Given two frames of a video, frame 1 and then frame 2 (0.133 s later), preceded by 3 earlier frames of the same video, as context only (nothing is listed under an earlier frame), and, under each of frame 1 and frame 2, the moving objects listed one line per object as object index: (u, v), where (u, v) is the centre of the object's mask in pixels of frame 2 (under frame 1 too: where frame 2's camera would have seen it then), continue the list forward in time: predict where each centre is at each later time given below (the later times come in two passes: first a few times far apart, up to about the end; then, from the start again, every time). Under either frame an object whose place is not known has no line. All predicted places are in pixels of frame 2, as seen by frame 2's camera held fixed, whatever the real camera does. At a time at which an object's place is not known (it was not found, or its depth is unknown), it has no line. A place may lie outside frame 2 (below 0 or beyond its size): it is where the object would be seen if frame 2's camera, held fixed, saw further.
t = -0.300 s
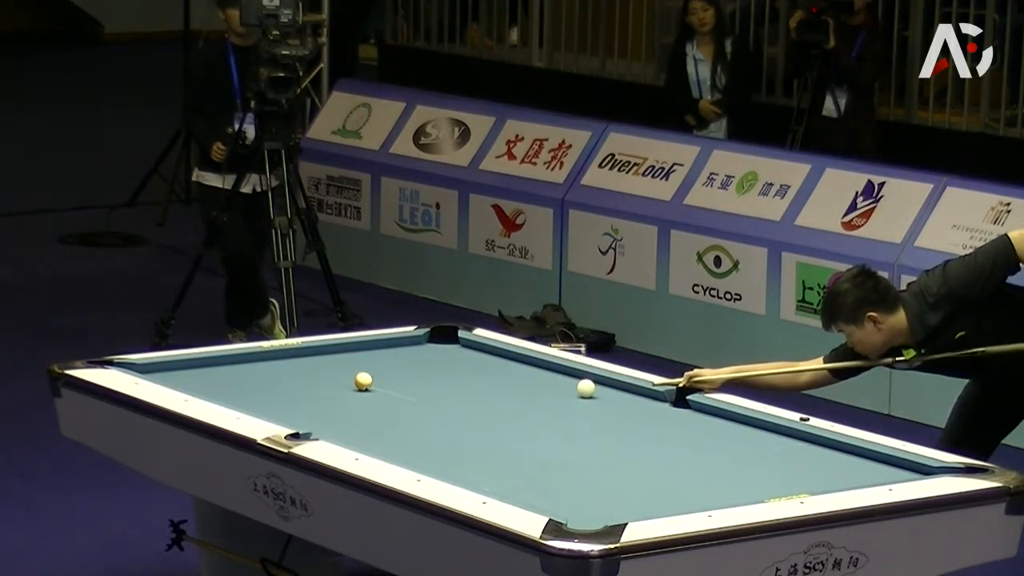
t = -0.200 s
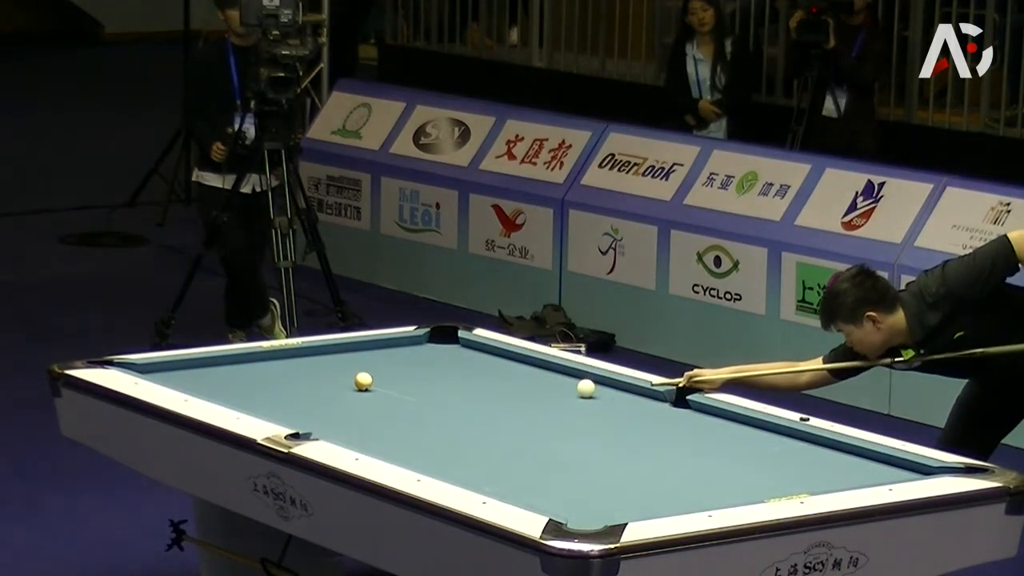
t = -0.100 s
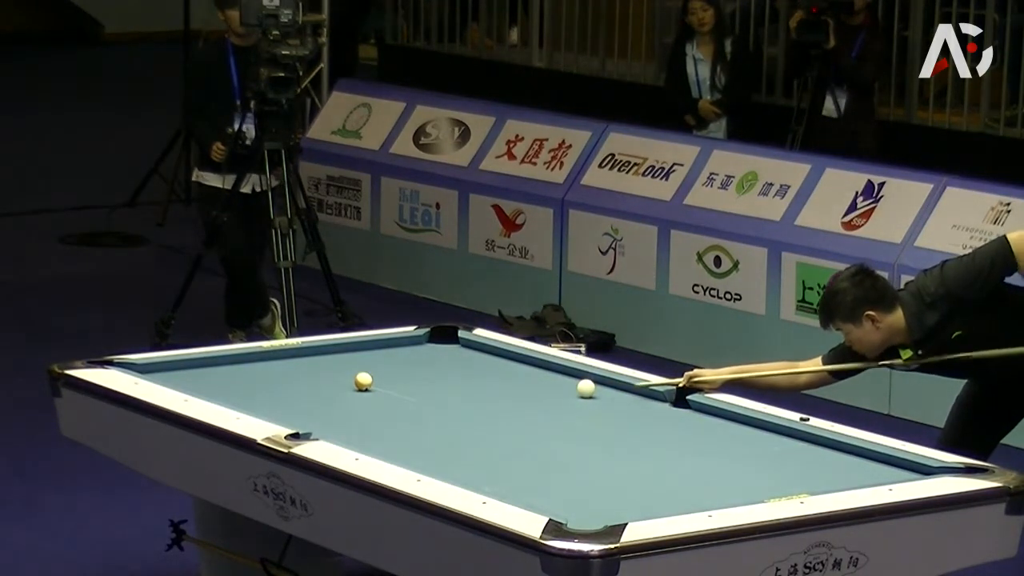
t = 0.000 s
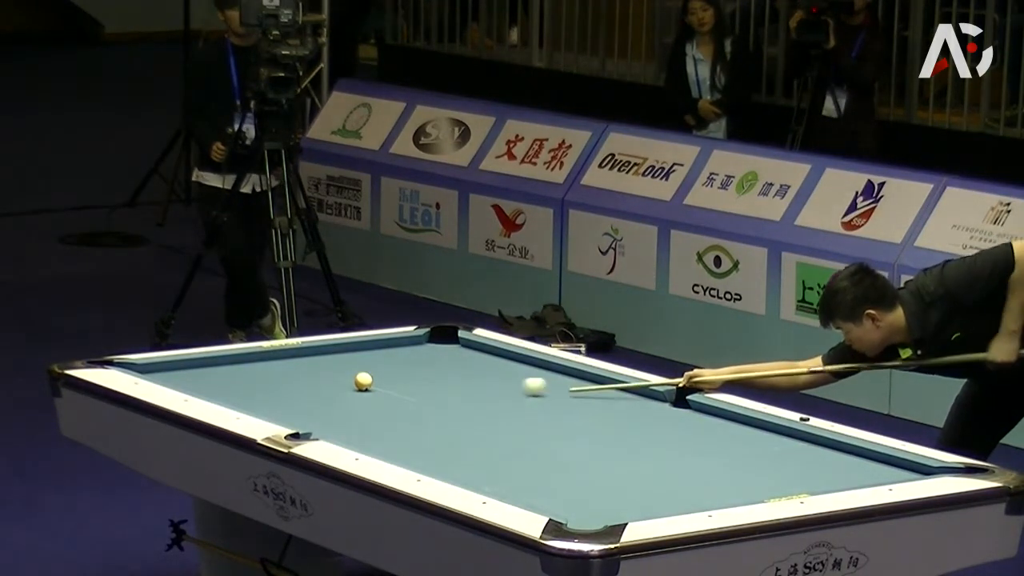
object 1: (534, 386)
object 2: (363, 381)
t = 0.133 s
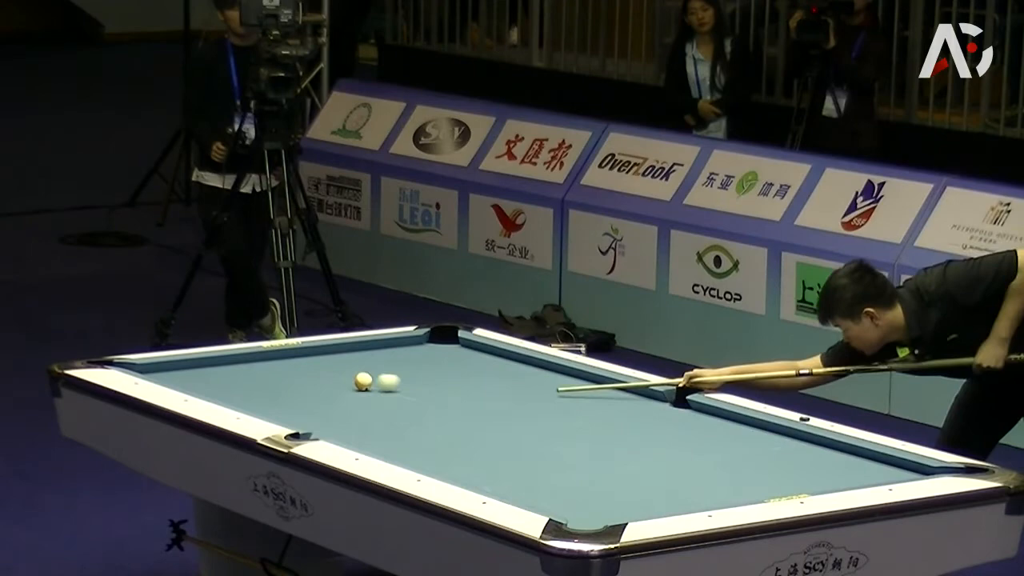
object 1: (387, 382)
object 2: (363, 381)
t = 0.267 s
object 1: (371, 385)
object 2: (245, 375)
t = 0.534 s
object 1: (349, 389)
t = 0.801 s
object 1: (327, 392)
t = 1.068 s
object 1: (306, 395)
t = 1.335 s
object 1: (286, 398)
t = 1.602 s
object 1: (268, 401)
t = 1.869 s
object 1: (251, 402)
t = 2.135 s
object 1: (235, 402)
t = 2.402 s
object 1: (244, 402)
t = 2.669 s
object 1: (252, 402)
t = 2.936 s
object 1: (258, 404)
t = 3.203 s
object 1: (263, 404)
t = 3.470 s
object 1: (266, 404)
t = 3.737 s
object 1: (268, 404)
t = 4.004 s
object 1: (269, 404)
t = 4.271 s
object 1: (269, 404)
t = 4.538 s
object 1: (269, 404)
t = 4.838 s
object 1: (269, 404)
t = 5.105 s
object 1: (269, 404)
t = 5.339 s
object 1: (268, 404)
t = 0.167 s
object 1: (379, 383)
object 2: (337, 380)
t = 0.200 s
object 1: (376, 384)
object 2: (306, 378)
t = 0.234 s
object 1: (374, 384)
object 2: (275, 377)
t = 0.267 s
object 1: (371, 385)
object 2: (245, 375)
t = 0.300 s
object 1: (368, 385)
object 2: (215, 374)
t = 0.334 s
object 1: (365, 386)
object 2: (188, 372)
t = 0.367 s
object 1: (363, 386)
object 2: (160, 370)
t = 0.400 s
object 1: (360, 387)
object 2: (132, 366)
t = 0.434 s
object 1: (357, 387)
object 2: (105, 363)
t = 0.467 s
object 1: (354, 387)
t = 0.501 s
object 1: (351, 388)
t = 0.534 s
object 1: (349, 389)
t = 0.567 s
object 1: (346, 389)
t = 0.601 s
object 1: (343, 390)
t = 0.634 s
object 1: (340, 390)
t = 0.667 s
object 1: (338, 390)
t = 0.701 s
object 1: (335, 391)
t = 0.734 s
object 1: (332, 391)
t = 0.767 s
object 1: (329, 391)
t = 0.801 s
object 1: (327, 392)
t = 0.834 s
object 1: (324, 392)
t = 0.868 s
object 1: (321, 393)
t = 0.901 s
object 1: (319, 393)
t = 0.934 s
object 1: (316, 394)
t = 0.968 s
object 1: (314, 394)
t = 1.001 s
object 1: (311, 395)
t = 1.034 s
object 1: (308, 395)
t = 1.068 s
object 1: (306, 395)
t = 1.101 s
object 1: (304, 396)
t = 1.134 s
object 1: (301, 396)
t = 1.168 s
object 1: (299, 397)
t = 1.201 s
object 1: (296, 397)
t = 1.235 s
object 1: (294, 397)
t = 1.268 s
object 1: (291, 398)
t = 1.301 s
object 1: (289, 398)
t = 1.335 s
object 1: (286, 398)
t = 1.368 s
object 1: (284, 399)
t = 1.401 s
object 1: (281, 399)
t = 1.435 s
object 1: (279, 399)
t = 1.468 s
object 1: (277, 400)
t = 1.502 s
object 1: (275, 400)
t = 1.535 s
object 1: (272, 401)
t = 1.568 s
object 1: (270, 401)
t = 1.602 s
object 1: (268, 401)
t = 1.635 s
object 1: (266, 401)
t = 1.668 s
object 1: (263, 402)
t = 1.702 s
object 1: (261, 402)
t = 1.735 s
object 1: (259, 402)
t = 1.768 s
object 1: (257, 402)
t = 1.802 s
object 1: (255, 402)
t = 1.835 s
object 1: (253, 403)
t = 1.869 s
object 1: (251, 402)
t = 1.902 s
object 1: (248, 402)
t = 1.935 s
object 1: (247, 402)
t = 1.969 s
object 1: (245, 402)
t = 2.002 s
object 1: (243, 402)
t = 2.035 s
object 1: (241, 402)
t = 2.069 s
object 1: (239, 403)
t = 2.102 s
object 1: (237, 403)
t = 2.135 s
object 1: (235, 402)
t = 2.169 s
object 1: (236, 402)
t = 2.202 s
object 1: (237, 403)
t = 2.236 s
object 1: (238, 403)
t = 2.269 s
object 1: (240, 403)
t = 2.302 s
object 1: (241, 403)
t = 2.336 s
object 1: (242, 403)
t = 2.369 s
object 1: (243, 402)
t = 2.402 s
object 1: (244, 402)
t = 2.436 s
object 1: (245, 402)
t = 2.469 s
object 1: (246, 402)
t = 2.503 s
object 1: (247, 403)
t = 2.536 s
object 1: (248, 402)
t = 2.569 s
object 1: (249, 402)
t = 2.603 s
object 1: (250, 402)
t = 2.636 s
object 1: (251, 402)
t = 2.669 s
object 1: (252, 402)
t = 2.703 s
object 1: (253, 402)
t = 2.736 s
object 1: (254, 403)
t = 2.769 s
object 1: (255, 403)
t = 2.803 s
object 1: (255, 403)
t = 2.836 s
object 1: (256, 403)
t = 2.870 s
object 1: (257, 403)
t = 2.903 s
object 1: (258, 403)
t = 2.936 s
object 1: (258, 404)
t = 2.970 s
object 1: (259, 404)
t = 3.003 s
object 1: (259, 404)
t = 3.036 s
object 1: (261, 404)
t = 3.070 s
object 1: (261, 404)
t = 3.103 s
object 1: (262, 404)
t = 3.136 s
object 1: (262, 404)
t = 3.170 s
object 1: (263, 404)
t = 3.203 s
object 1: (263, 404)
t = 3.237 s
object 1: (264, 404)
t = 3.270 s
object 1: (264, 404)
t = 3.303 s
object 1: (265, 404)
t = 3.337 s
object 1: (265, 404)
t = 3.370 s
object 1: (265, 404)
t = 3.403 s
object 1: (266, 404)
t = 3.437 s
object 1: (266, 404)
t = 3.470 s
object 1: (266, 404)
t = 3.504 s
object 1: (266, 404)
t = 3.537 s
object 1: (267, 404)
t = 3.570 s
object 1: (267, 404)
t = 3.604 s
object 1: (267, 404)
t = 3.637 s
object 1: (268, 404)
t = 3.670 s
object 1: (268, 404)
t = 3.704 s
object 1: (268, 404)
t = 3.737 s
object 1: (268, 404)
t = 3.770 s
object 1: (268, 404)
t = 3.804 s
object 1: (269, 404)
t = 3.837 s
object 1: (269, 404)
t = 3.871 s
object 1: (269, 404)
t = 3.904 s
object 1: (269, 404)
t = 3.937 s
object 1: (269, 404)
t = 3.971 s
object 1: (269, 404)
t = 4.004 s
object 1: (269, 404)
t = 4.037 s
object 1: (269, 404)
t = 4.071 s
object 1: (269, 404)
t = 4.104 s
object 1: (269, 404)
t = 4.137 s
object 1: (269, 404)
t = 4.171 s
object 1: (269, 404)
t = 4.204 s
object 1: (269, 404)
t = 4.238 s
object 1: (269, 404)
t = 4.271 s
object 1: (269, 404)
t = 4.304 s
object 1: (269, 404)
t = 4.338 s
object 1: (269, 404)
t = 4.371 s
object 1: (269, 404)
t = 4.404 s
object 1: (269, 404)
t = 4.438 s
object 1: (269, 404)
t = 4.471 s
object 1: (269, 404)
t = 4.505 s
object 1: (269, 404)
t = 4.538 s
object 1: (269, 404)
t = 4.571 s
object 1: (269, 404)
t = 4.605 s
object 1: (269, 404)
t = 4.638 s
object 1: (269, 404)
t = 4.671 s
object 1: (269, 404)
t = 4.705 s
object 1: (269, 404)
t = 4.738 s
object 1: (269, 404)
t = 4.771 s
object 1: (269, 404)
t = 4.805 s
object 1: (269, 404)
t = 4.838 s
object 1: (269, 404)
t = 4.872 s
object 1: (269, 404)
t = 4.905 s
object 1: (269, 404)
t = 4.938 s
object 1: (269, 404)
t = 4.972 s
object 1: (269, 404)
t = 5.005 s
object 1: (269, 404)
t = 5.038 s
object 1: (269, 404)
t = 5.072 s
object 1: (269, 404)
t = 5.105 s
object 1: (269, 404)
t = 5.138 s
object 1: (269, 404)
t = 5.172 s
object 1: (269, 404)
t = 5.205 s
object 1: (268, 404)
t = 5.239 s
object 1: (268, 404)
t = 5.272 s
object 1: (268, 404)
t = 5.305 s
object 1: (268, 404)
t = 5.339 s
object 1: (268, 404)
